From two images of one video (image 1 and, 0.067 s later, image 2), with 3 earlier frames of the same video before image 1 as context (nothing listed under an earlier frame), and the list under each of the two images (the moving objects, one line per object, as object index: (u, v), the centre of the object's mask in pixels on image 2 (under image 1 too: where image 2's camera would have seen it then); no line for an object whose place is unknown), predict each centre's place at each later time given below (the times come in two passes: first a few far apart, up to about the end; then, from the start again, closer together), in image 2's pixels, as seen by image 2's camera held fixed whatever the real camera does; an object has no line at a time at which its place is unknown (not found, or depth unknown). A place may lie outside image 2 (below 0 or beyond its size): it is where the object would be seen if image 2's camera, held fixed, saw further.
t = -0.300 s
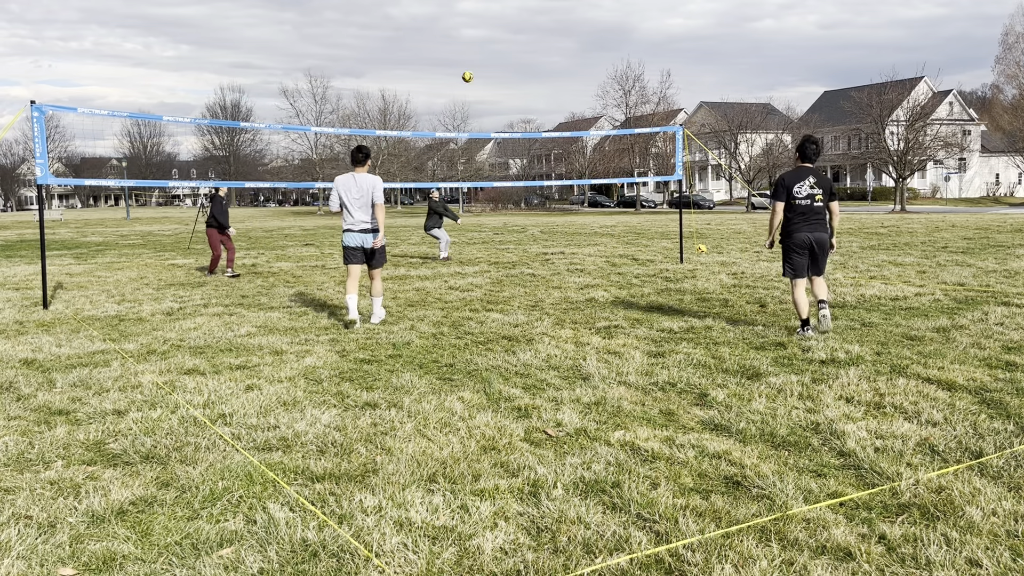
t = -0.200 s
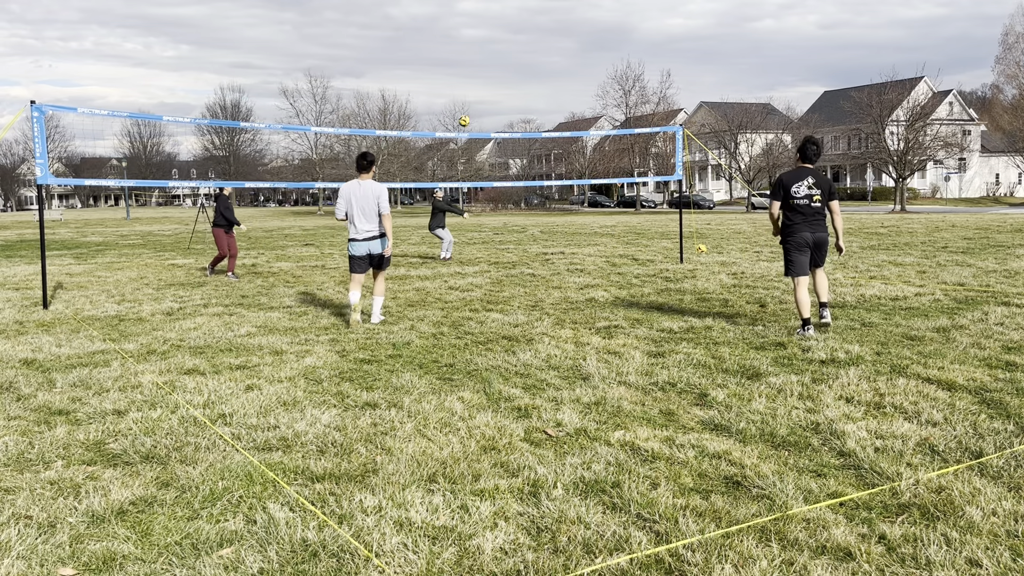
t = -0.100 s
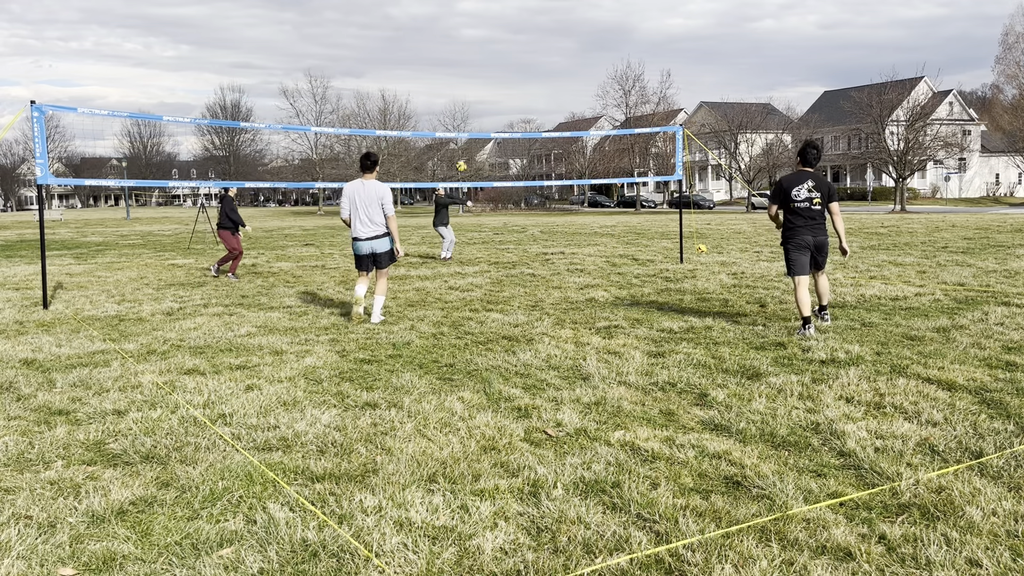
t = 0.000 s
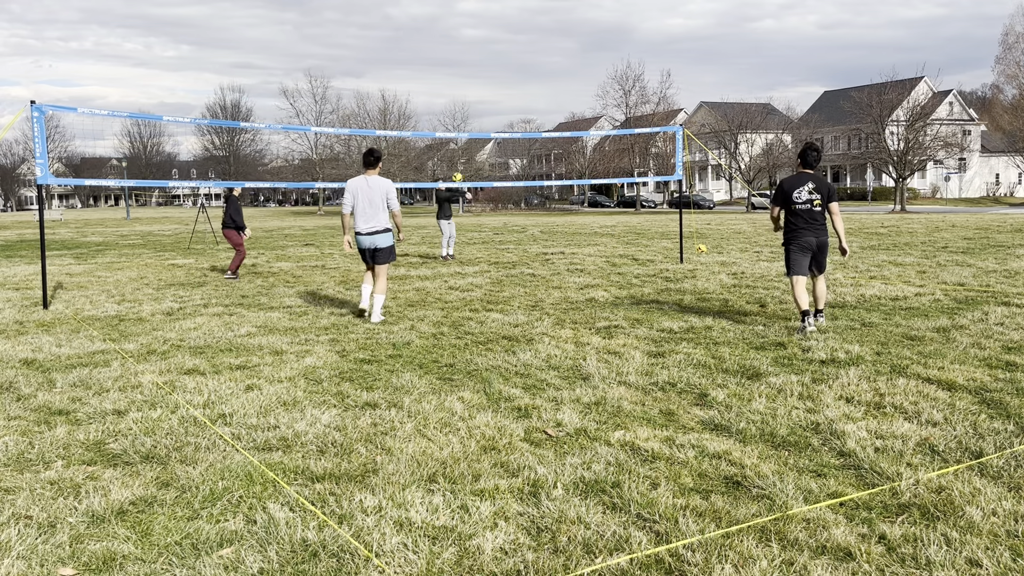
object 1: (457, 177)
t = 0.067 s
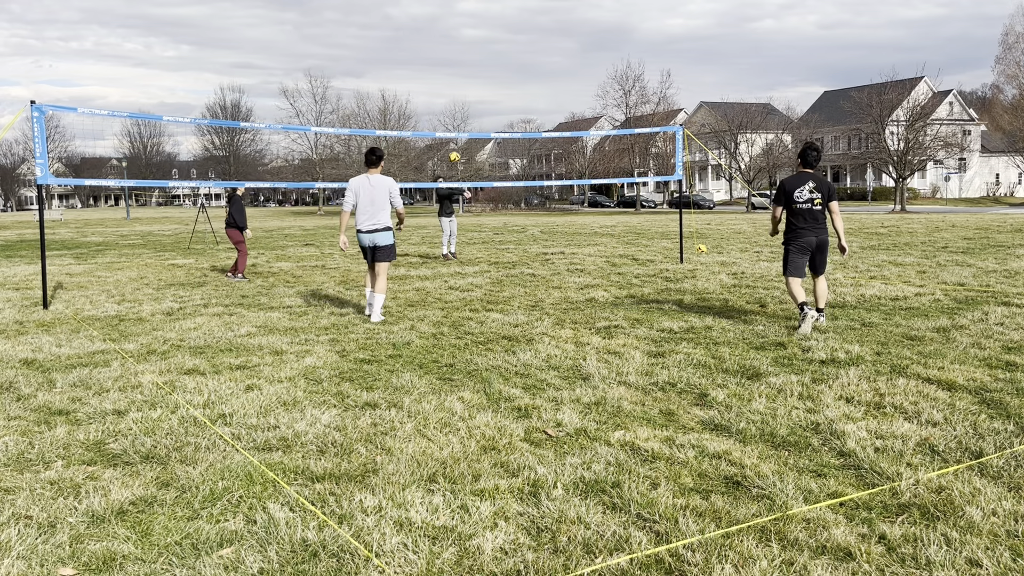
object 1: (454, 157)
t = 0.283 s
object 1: (444, 102)
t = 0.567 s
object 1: (430, 63)
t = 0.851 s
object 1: (417, 69)
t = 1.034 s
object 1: (409, 100)
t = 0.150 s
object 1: (450, 130)
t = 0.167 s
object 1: (450, 128)
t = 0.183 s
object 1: (449, 125)
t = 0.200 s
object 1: (448, 121)
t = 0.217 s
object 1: (447, 117)
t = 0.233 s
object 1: (446, 113)
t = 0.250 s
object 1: (445, 109)
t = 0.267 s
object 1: (444, 106)
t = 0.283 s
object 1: (444, 102)
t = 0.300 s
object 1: (443, 99)
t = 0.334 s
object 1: (441, 93)
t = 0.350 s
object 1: (440, 90)
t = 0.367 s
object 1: (439, 87)
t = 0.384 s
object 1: (438, 84)
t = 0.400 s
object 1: (438, 81)
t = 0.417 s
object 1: (437, 79)
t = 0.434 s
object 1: (436, 76)
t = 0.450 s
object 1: (435, 74)
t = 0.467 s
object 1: (435, 72)
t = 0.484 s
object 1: (434, 71)
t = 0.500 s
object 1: (433, 69)
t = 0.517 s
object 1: (433, 67)
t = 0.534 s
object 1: (432, 66)
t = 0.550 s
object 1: (431, 65)
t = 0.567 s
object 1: (430, 63)
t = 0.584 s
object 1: (429, 62)
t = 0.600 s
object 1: (428, 62)
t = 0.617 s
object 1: (428, 61)
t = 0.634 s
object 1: (427, 61)
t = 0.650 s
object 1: (426, 60)
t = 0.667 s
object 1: (425, 60)
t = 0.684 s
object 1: (425, 60)
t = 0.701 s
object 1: (424, 60)
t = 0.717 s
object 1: (423, 61)
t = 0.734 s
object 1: (423, 61)
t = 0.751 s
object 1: (422, 62)
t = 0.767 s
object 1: (421, 62)
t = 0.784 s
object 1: (420, 63)
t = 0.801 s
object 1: (419, 65)
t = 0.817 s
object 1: (419, 66)
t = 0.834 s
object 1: (418, 68)
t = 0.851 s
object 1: (417, 69)
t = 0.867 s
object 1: (417, 71)
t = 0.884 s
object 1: (416, 73)
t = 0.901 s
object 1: (415, 75)
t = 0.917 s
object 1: (415, 78)
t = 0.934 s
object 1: (414, 80)
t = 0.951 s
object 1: (413, 83)
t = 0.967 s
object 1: (413, 86)
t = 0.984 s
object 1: (412, 90)
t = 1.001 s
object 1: (411, 93)
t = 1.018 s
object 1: (410, 97)
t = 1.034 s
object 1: (409, 100)
